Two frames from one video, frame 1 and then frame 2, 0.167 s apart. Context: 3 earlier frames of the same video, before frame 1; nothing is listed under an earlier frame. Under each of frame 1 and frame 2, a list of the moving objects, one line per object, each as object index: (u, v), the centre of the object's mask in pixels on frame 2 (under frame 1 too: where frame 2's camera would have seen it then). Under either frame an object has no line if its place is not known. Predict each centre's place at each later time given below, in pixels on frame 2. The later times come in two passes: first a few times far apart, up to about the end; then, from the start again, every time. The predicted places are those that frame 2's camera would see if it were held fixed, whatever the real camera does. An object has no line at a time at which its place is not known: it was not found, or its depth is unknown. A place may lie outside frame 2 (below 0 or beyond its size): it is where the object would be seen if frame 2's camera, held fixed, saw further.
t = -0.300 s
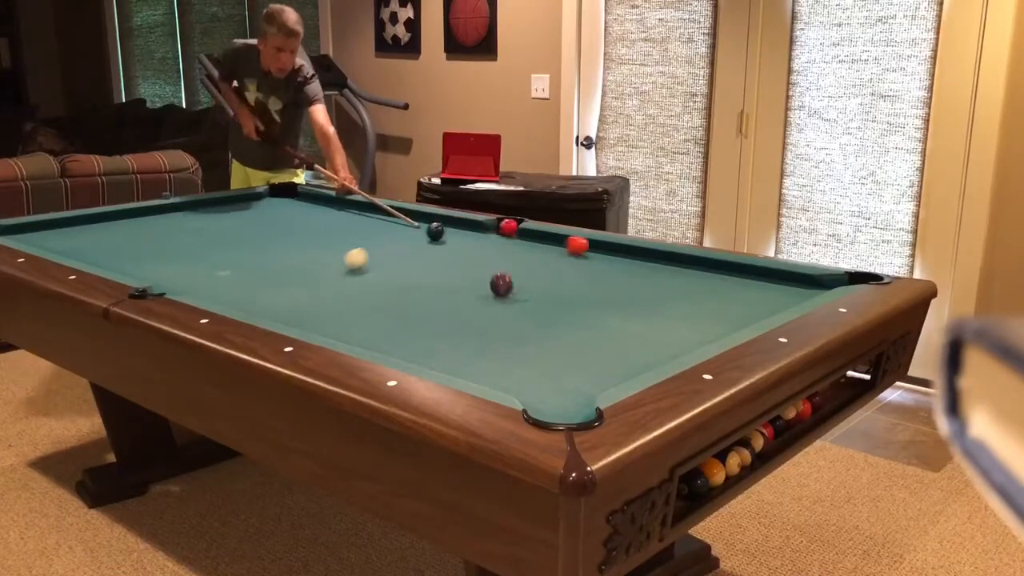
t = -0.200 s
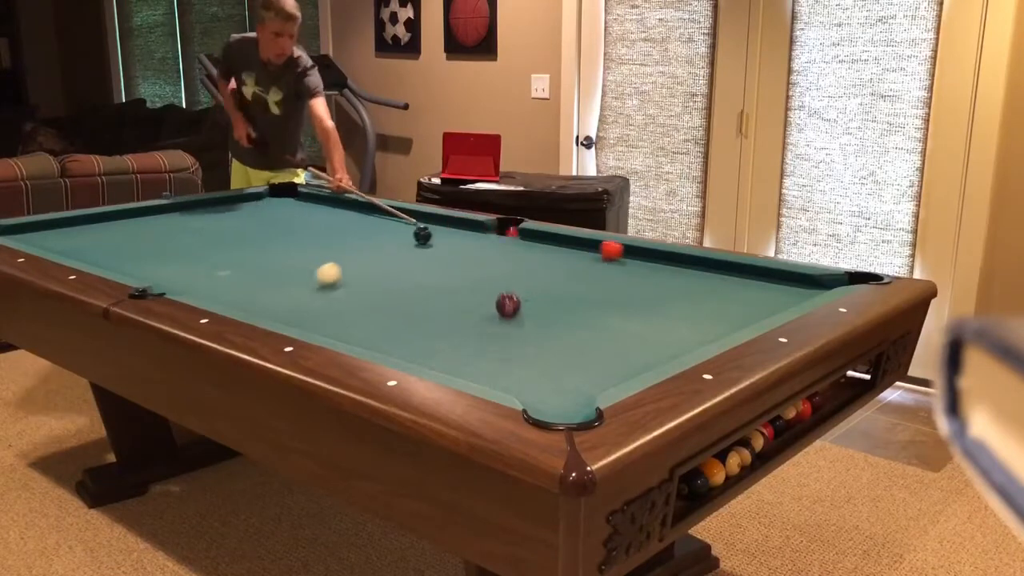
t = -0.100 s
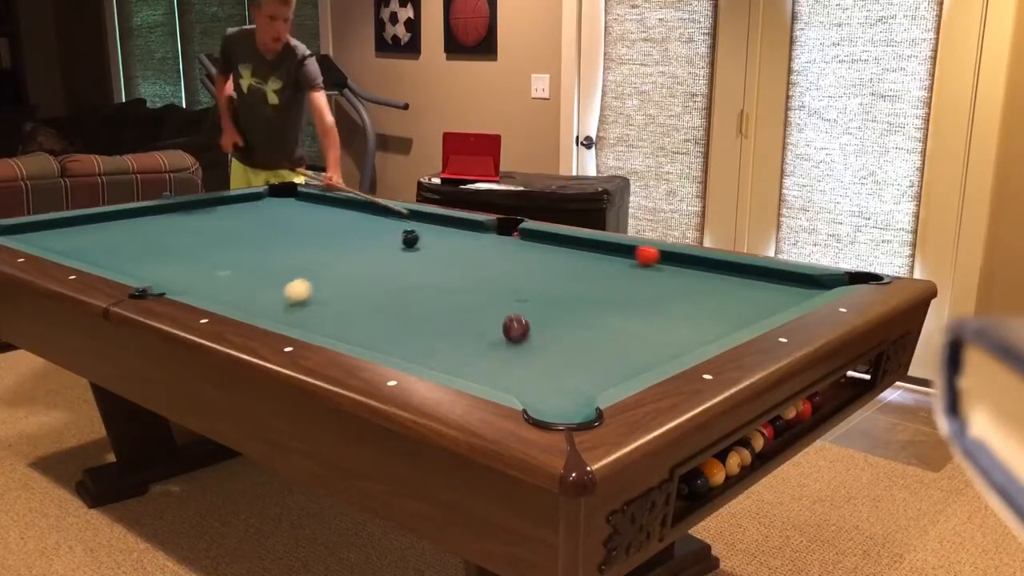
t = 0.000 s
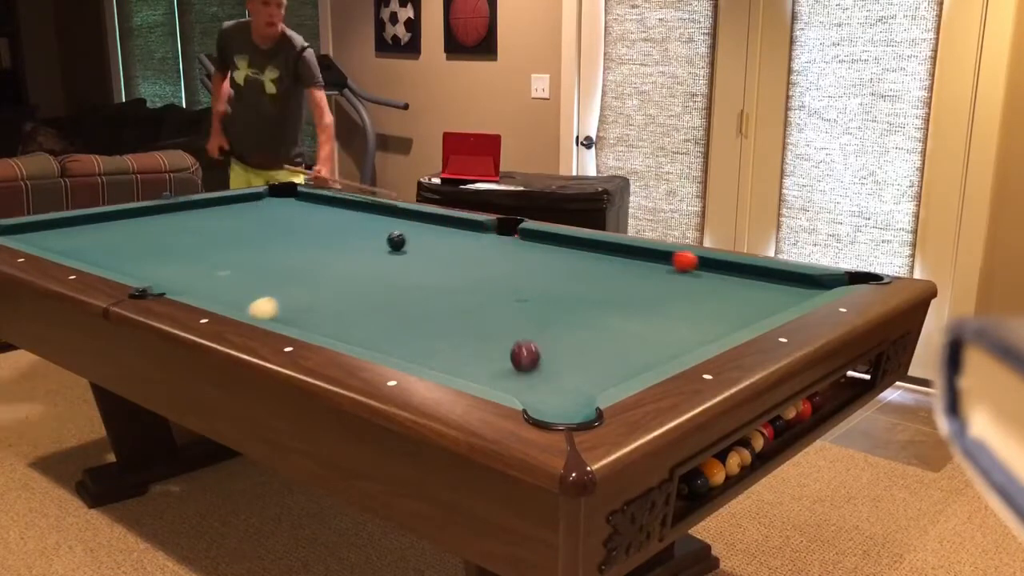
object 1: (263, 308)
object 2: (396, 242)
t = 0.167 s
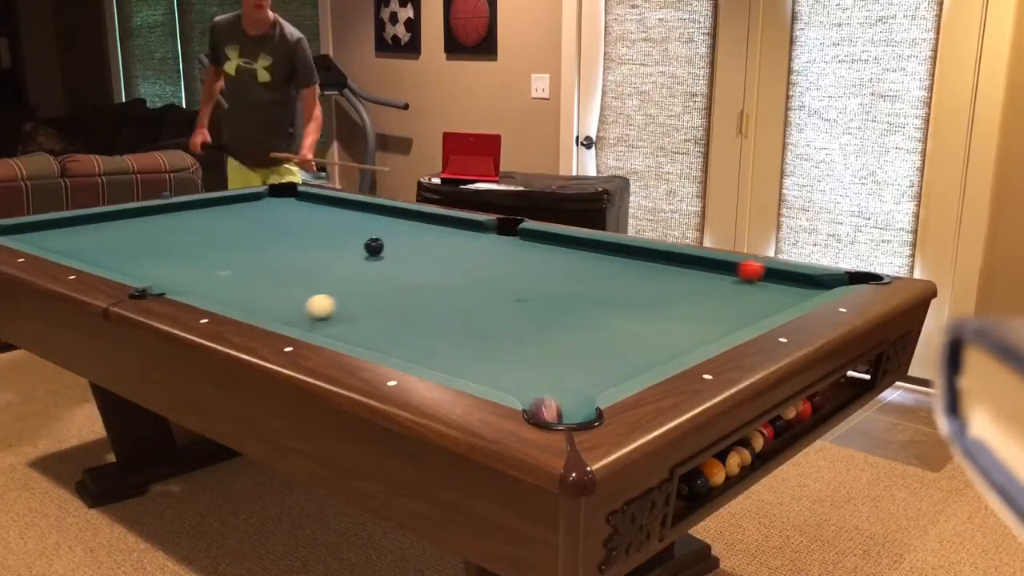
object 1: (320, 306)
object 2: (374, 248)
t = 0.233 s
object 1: (343, 305)
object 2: (364, 250)
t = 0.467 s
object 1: (413, 299)
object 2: (331, 257)
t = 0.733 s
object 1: (486, 294)
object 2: (292, 266)
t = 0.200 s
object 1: (332, 305)
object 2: (369, 249)
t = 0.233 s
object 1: (343, 305)
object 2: (364, 250)
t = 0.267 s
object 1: (353, 304)
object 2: (360, 251)
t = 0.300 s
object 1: (364, 303)
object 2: (355, 252)
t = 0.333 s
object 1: (374, 302)
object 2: (350, 252)
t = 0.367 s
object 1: (384, 302)
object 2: (345, 254)
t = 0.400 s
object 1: (394, 301)
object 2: (341, 255)
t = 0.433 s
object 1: (404, 300)
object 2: (336, 256)
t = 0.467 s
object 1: (413, 299)
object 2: (331, 257)
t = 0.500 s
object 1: (423, 299)
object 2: (326, 258)
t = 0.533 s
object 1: (432, 298)
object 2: (322, 259)
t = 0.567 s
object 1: (442, 297)
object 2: (317, 260)
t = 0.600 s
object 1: (451, 297)
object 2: (311, 261)
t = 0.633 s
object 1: (460, 296)
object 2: (307, 262)
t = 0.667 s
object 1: (469, 295)
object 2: (302, 263)
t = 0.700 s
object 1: (477, 295)
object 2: (296, 265)
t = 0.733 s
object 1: (486, 294)
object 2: (292, 266)
